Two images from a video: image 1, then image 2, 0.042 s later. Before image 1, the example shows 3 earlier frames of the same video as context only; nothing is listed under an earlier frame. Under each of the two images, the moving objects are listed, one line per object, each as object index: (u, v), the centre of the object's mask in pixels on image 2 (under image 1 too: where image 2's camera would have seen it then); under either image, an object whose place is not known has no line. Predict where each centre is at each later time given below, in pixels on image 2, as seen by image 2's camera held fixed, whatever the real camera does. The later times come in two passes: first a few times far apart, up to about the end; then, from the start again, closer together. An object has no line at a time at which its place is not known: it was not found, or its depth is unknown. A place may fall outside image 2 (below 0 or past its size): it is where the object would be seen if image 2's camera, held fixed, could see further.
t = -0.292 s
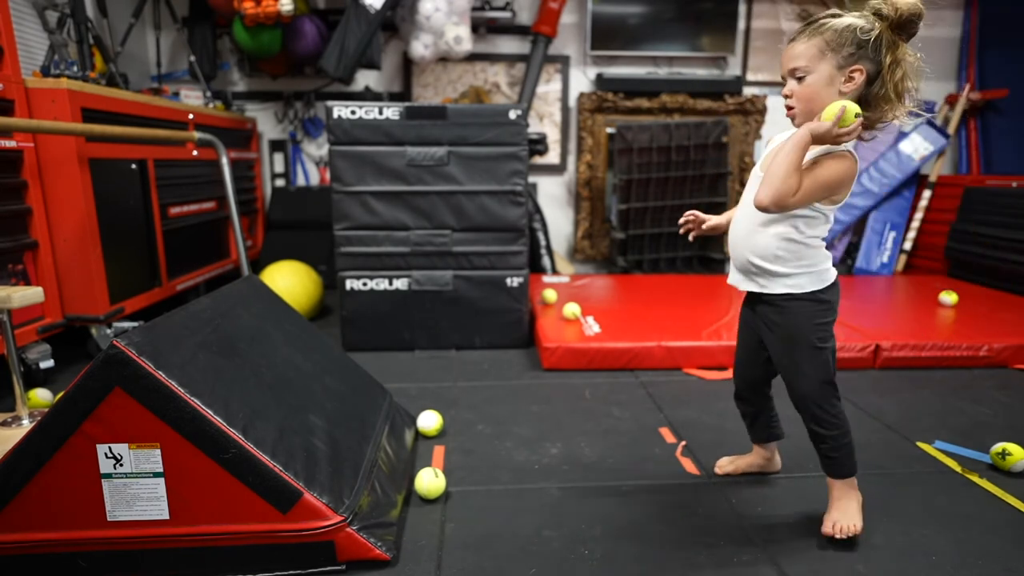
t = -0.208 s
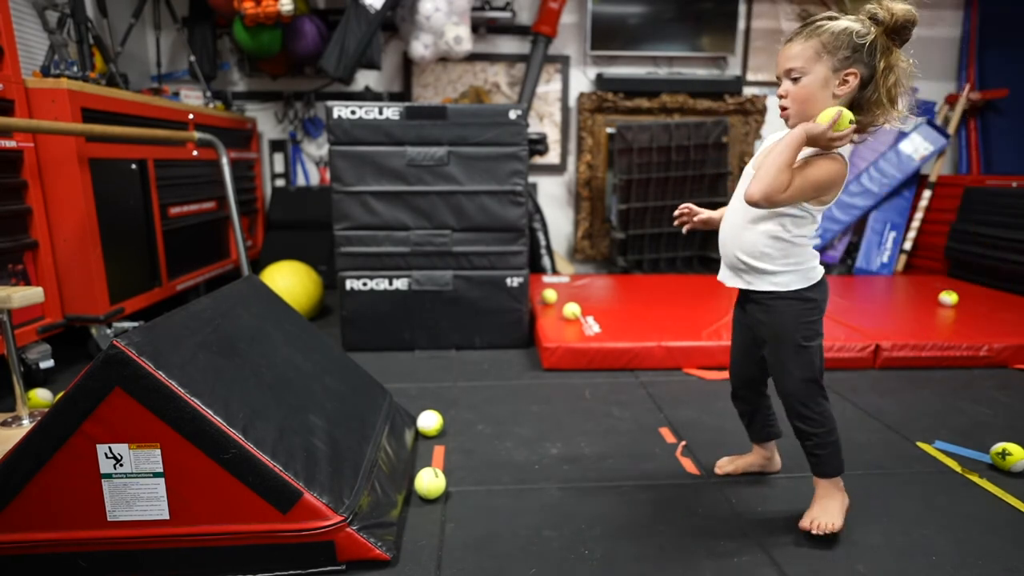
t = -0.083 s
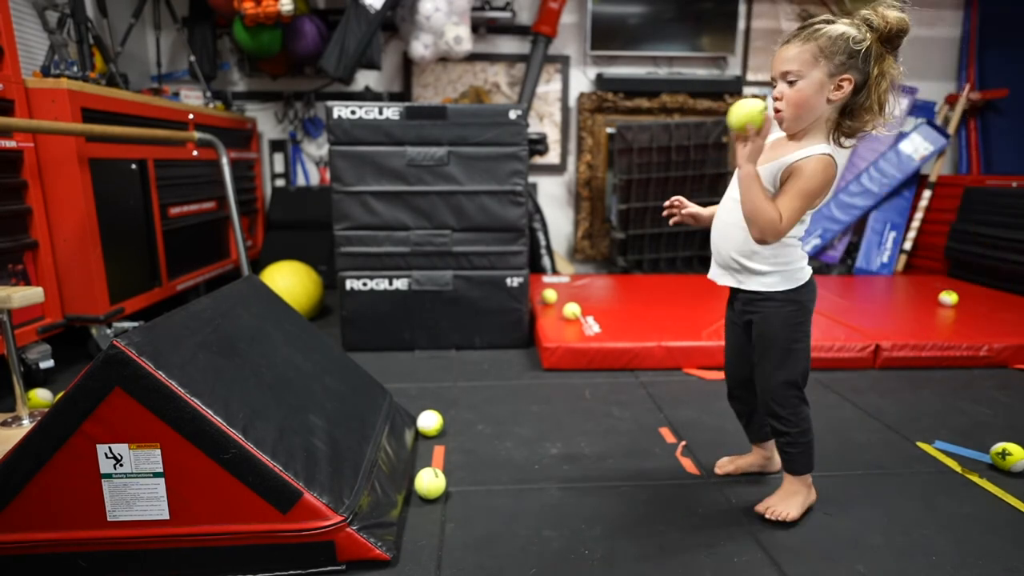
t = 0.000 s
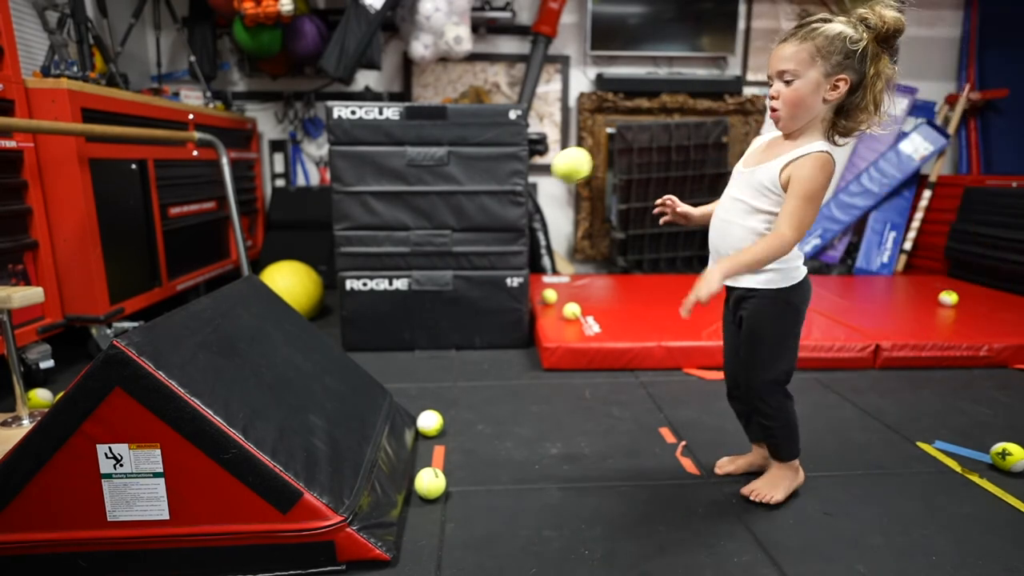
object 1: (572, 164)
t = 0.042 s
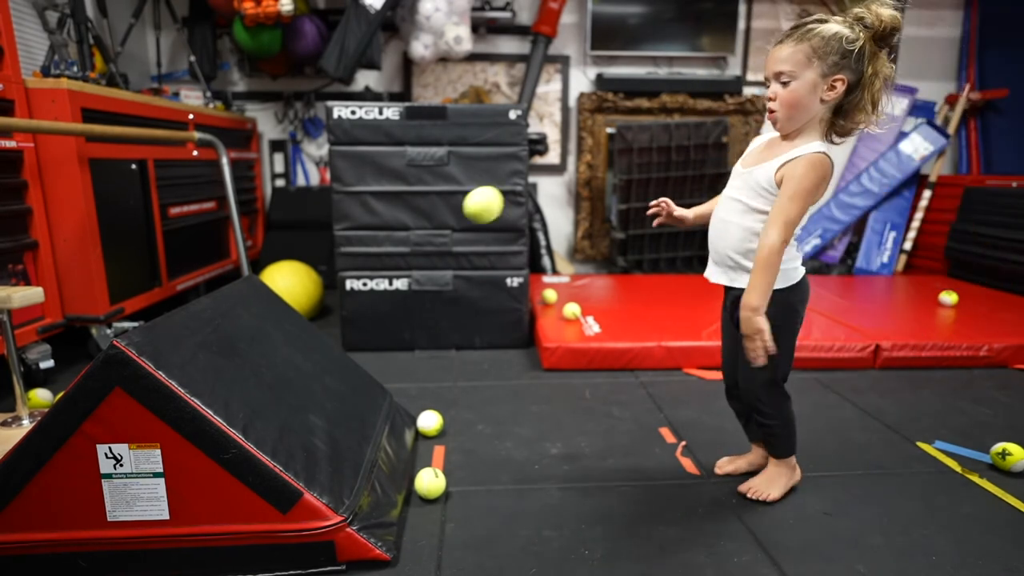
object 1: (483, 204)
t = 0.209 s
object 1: (307, 302)
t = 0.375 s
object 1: (485, 213)
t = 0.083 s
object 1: (397, 252)
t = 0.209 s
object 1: (307, 302)
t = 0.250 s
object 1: (351, 266)
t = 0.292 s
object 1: (396, 240)
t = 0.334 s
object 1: (441, 222)
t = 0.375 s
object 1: (485, 213)
